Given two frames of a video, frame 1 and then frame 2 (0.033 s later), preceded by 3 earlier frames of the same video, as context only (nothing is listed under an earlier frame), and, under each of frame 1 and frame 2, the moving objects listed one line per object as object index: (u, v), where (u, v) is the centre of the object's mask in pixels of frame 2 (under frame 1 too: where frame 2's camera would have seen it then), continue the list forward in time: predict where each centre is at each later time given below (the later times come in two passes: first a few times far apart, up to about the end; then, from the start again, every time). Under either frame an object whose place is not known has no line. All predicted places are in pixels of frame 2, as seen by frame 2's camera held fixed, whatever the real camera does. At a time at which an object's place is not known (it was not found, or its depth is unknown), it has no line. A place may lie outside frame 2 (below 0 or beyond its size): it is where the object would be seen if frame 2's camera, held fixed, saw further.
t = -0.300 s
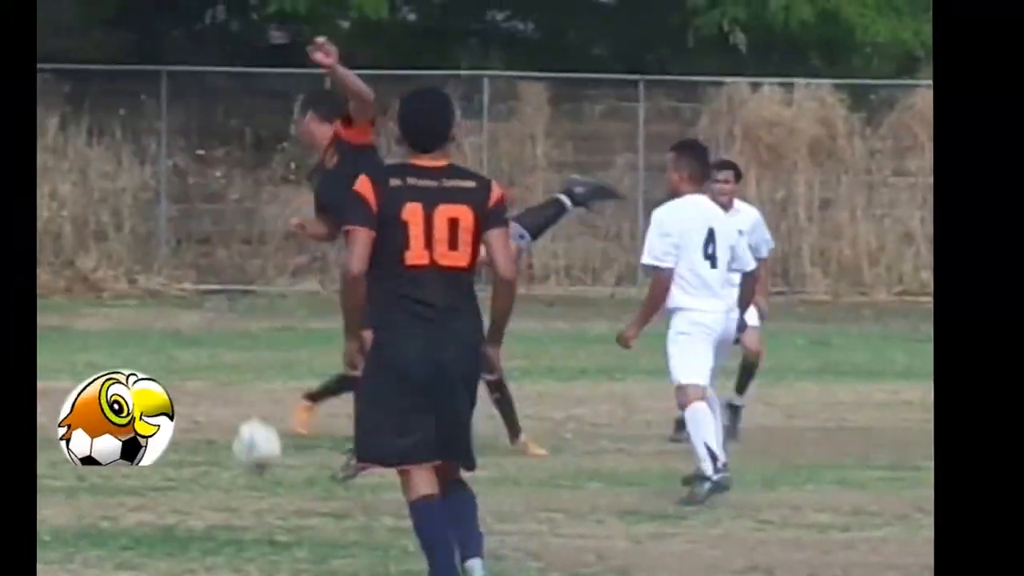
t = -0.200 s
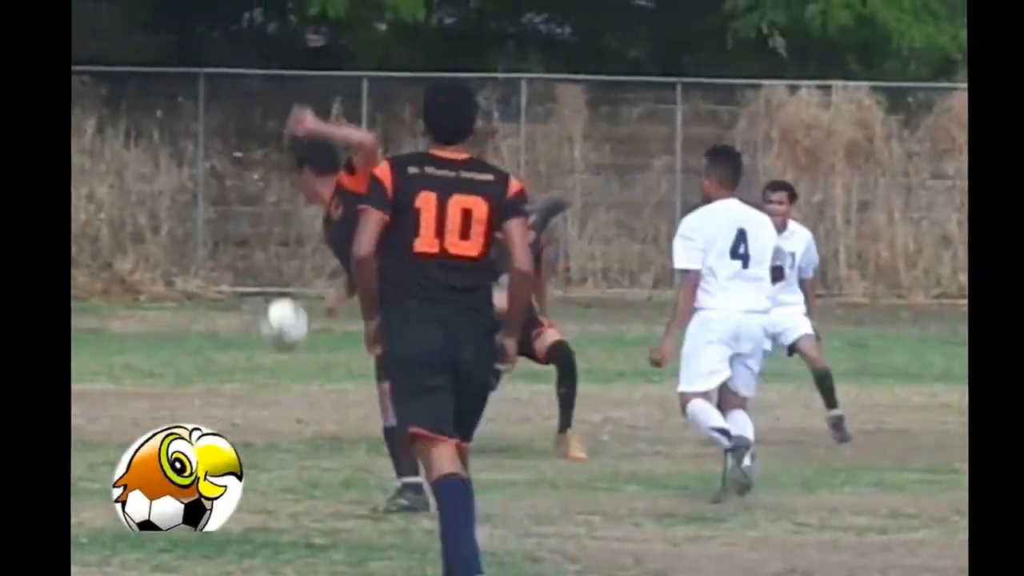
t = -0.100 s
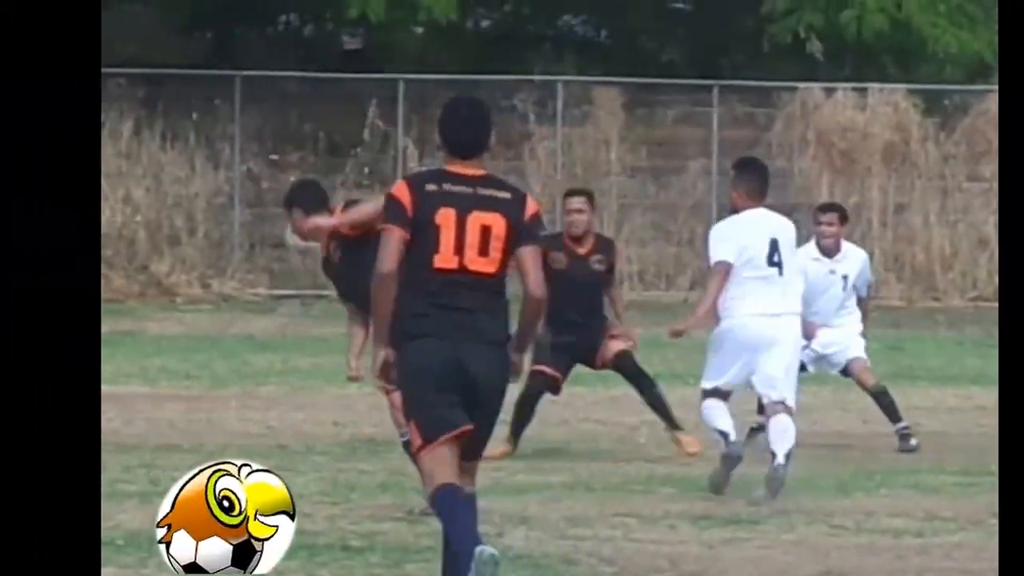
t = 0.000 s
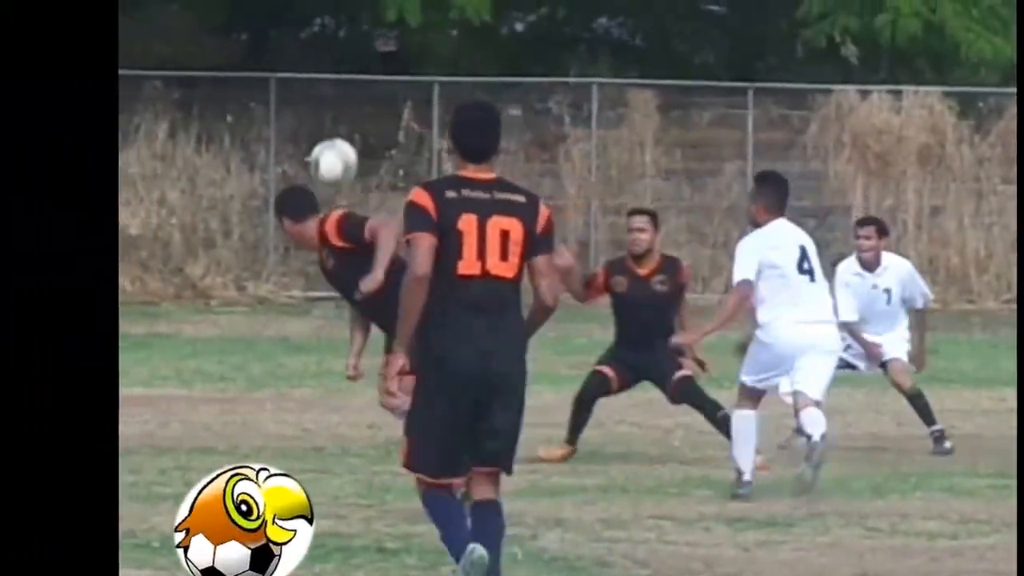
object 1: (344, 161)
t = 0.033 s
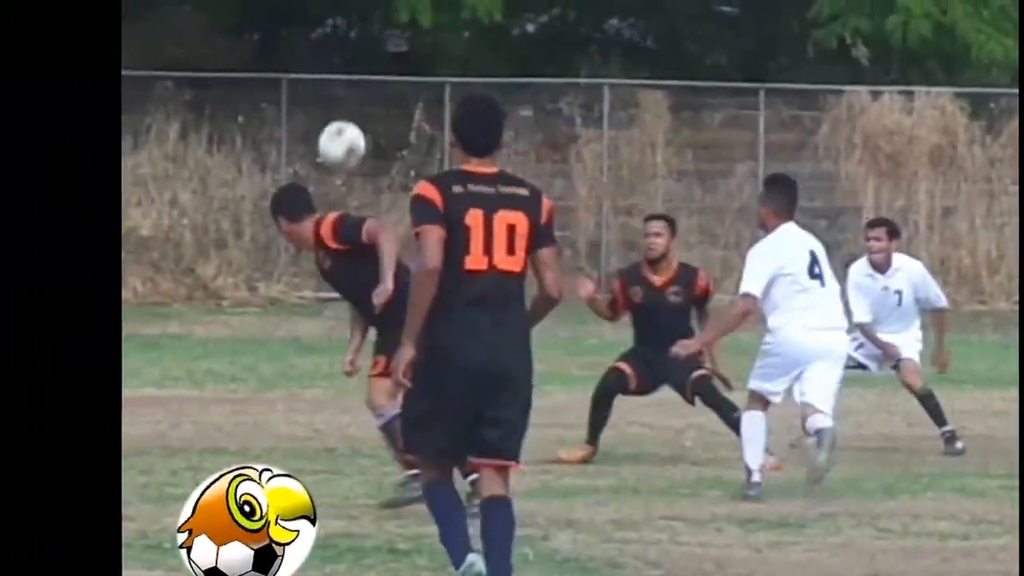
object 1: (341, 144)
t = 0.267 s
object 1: (314, 90)
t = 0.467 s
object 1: (291, 132)
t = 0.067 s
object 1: (337, 129)
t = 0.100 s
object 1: (334, 116)
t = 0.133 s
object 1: (330, 106)
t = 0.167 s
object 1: (326, 98)
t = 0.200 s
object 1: (322, 93)
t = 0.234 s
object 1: (318, 90)
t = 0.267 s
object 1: (314, 90)
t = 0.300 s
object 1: (311, 92)
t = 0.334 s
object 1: (307, 95)
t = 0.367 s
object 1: (304, 102)
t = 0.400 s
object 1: (299, 110)
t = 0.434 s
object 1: (295, 121)
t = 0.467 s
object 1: (291, 132)
